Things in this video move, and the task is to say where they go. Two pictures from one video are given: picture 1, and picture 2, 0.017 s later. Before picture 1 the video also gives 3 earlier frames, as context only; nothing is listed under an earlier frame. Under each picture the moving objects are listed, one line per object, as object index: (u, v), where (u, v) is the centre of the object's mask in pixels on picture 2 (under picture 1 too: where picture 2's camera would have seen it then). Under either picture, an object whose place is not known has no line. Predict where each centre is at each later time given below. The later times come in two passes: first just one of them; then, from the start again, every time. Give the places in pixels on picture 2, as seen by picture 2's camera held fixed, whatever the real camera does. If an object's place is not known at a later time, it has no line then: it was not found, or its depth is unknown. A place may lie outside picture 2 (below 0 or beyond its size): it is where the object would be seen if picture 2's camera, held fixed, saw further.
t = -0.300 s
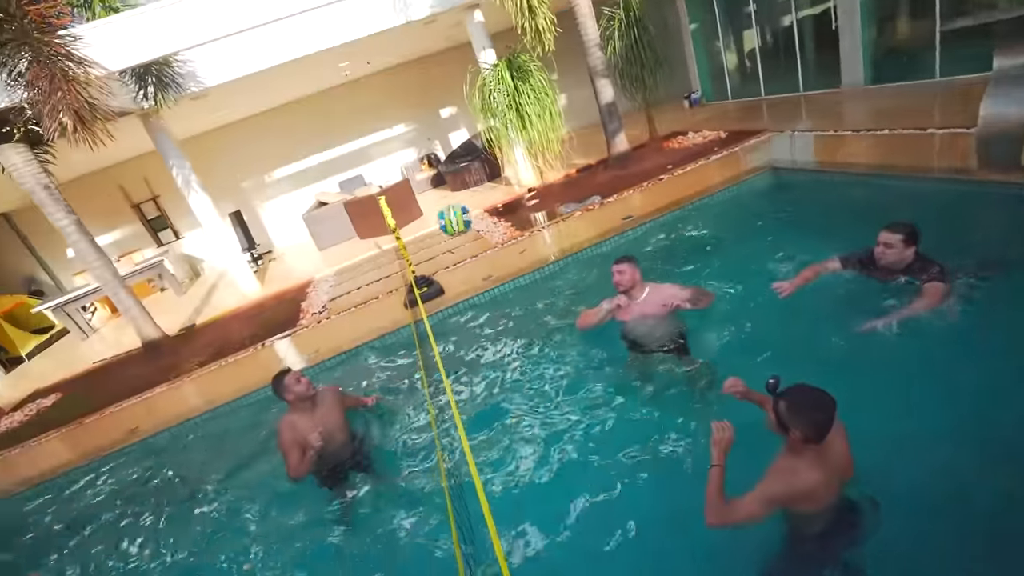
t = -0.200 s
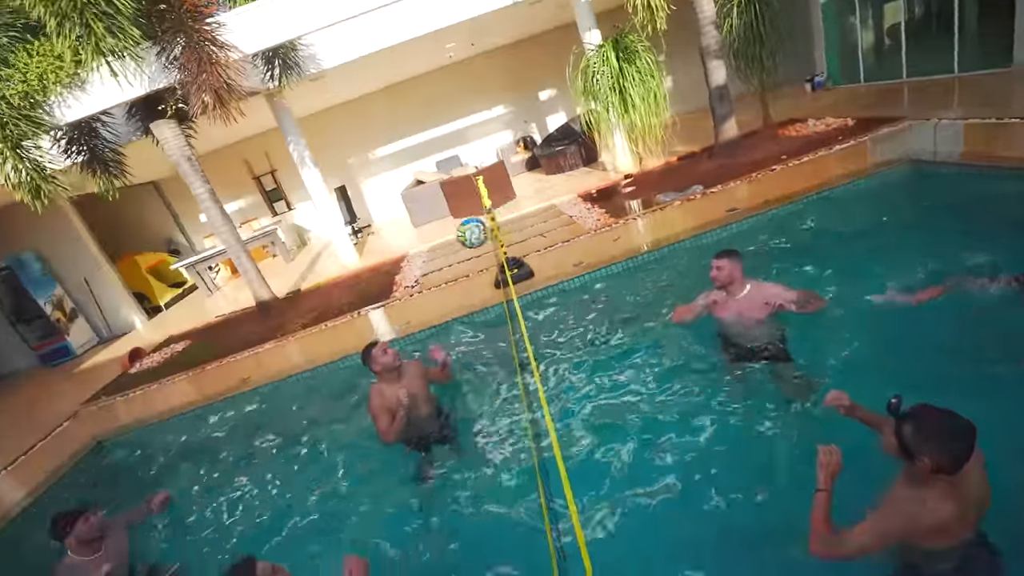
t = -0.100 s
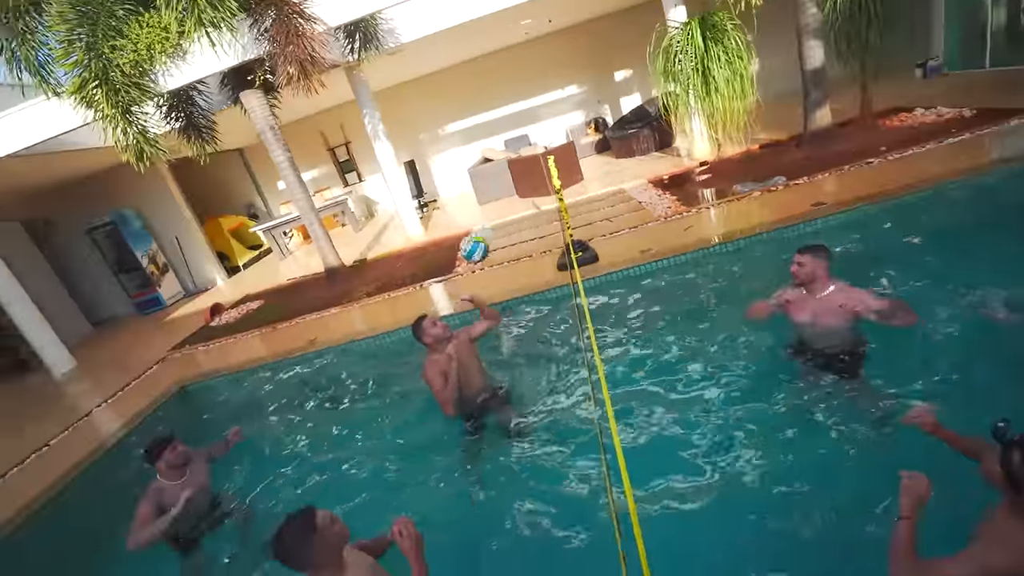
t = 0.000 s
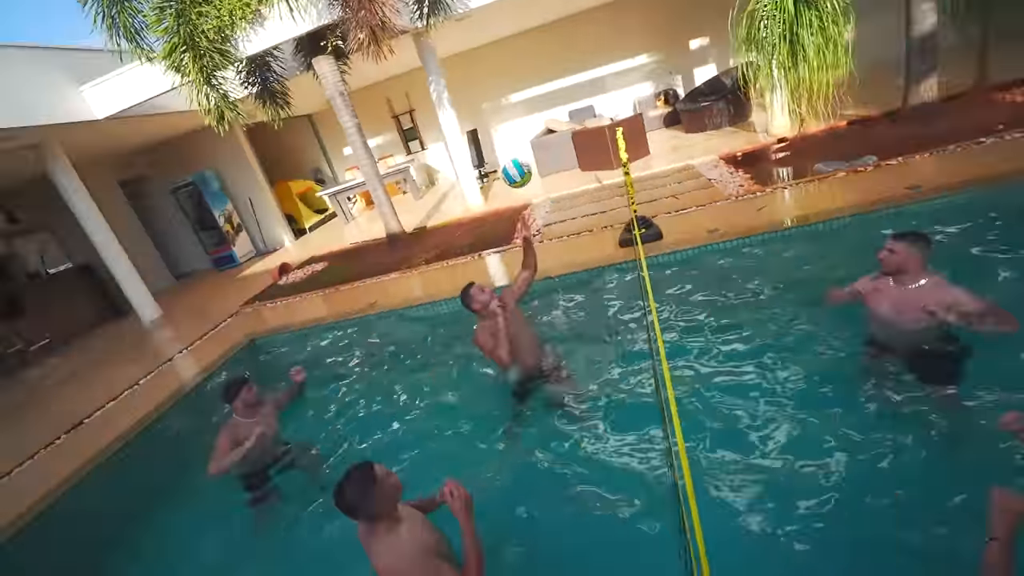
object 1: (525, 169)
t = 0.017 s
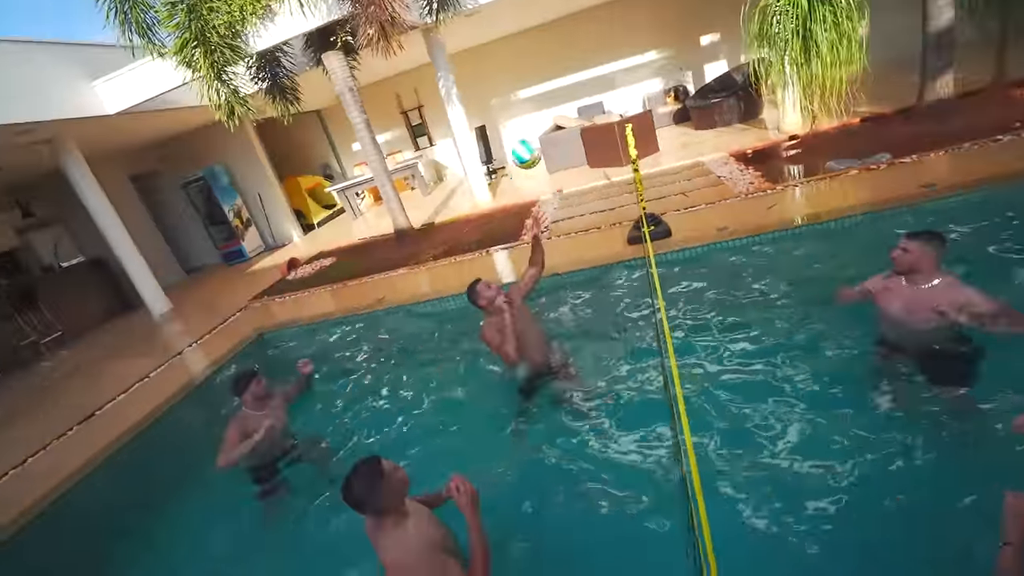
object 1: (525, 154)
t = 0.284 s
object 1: (565, -84)
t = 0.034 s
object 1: (526, 138)
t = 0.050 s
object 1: (529, 122)
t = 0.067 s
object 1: (529, 106)
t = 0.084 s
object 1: (531, 90)
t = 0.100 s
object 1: (533, 75)
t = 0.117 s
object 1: (536, 58)
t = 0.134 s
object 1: (538, 43)
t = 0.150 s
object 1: (540, 27)
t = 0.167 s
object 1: (543, 13)
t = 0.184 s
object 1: (547, 0)
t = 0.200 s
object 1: (550, -15)
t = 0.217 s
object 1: (553, -30)
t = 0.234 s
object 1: (555, -46)
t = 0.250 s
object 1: (558, -57)
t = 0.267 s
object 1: (562, -71)
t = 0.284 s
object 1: (565, -84)
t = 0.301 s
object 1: (569, -97)
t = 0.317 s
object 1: (573, -111)
